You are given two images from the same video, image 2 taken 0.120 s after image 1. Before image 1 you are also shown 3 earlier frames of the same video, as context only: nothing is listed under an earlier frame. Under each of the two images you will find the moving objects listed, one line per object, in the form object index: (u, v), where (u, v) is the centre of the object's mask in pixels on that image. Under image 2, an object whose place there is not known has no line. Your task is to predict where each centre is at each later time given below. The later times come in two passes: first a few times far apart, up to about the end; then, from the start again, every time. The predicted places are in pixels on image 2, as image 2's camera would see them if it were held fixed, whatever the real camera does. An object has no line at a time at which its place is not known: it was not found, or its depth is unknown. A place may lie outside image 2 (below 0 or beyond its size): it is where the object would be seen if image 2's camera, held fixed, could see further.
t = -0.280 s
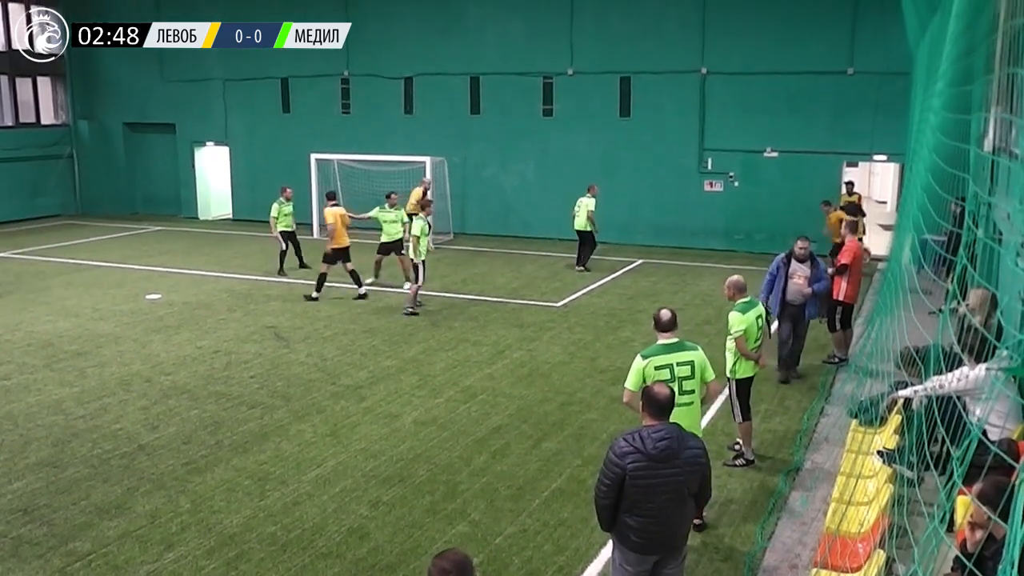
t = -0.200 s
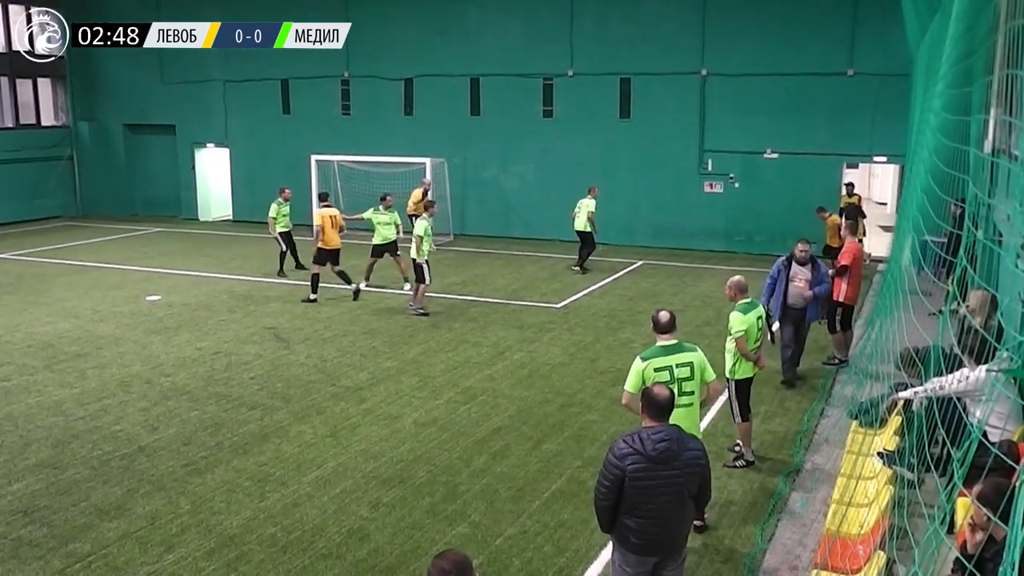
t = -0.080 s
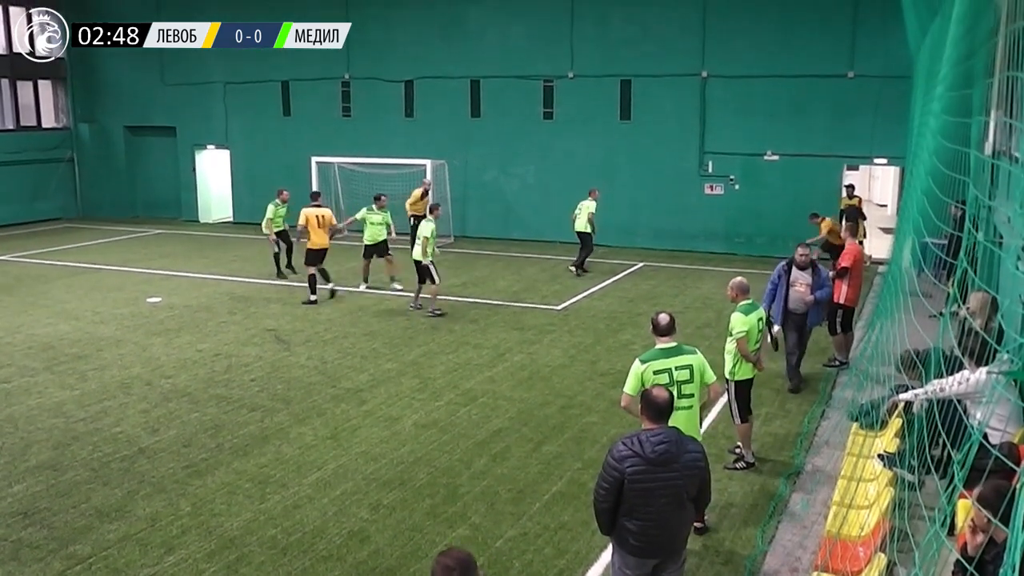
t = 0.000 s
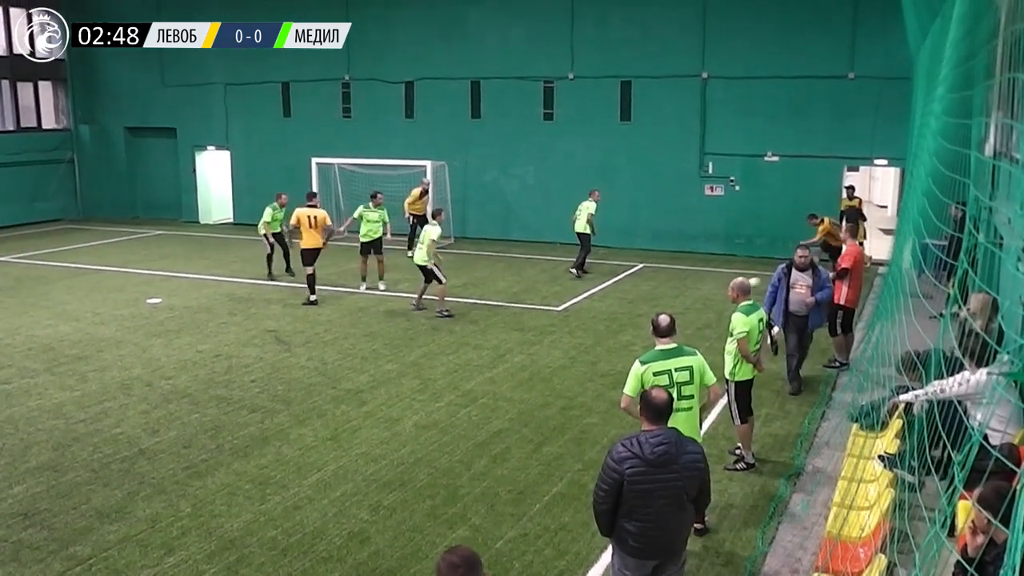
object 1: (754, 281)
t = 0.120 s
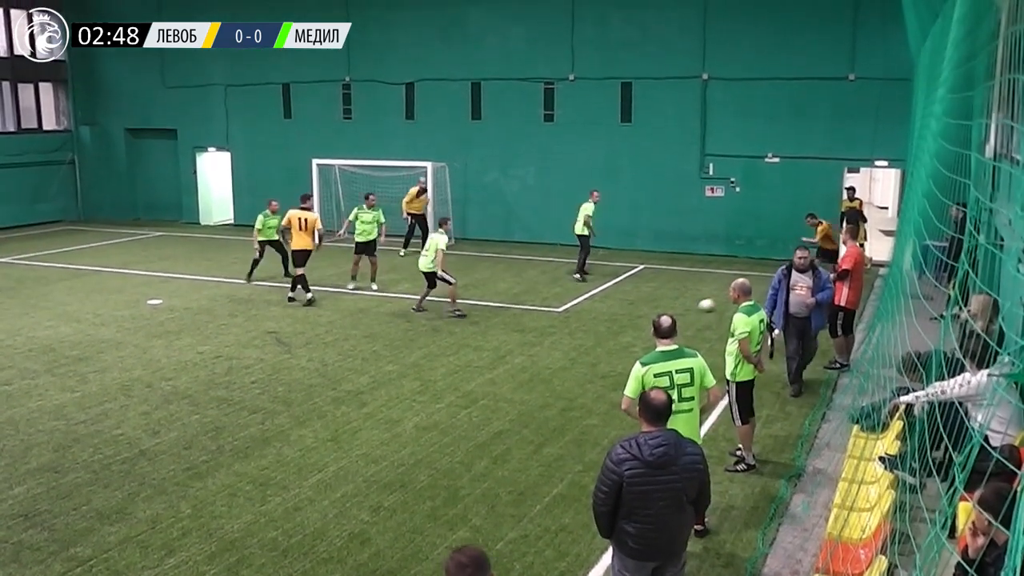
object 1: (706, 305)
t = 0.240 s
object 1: (663, 310)
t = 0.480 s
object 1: (570, 349)
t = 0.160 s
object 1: (694, 307)
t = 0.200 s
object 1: (678, 308)
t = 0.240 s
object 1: (663, 310)
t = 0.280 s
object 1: (648, 316)
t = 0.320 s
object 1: (633, 323)
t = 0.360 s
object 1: (617, 332)
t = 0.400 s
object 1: (601, 341)
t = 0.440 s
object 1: (586, 345)
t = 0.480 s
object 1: (570, 349)
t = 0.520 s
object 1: (553, 355)
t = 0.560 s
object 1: (536, 363)
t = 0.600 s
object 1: (518, 370)
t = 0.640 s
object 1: (500, 375)
